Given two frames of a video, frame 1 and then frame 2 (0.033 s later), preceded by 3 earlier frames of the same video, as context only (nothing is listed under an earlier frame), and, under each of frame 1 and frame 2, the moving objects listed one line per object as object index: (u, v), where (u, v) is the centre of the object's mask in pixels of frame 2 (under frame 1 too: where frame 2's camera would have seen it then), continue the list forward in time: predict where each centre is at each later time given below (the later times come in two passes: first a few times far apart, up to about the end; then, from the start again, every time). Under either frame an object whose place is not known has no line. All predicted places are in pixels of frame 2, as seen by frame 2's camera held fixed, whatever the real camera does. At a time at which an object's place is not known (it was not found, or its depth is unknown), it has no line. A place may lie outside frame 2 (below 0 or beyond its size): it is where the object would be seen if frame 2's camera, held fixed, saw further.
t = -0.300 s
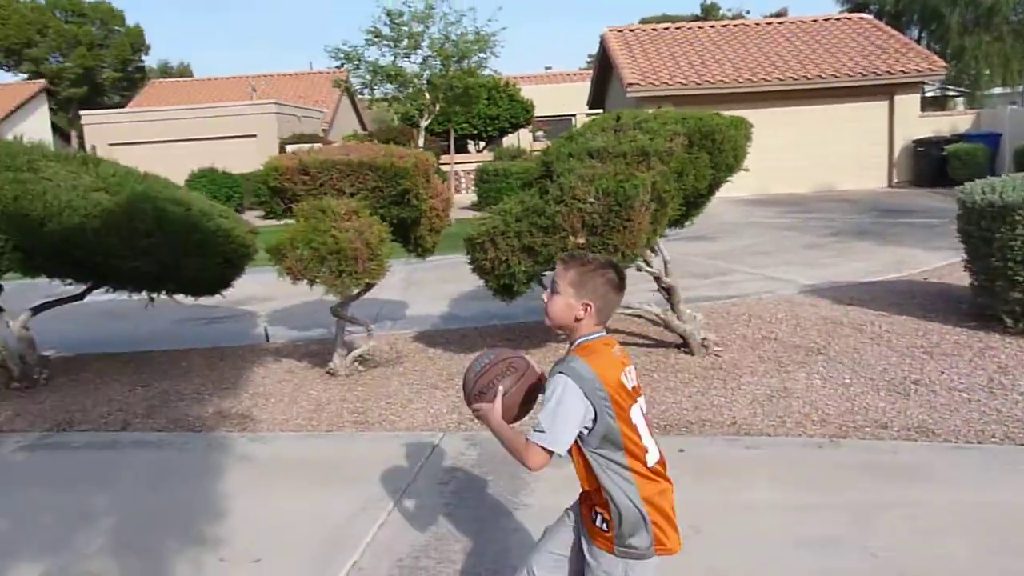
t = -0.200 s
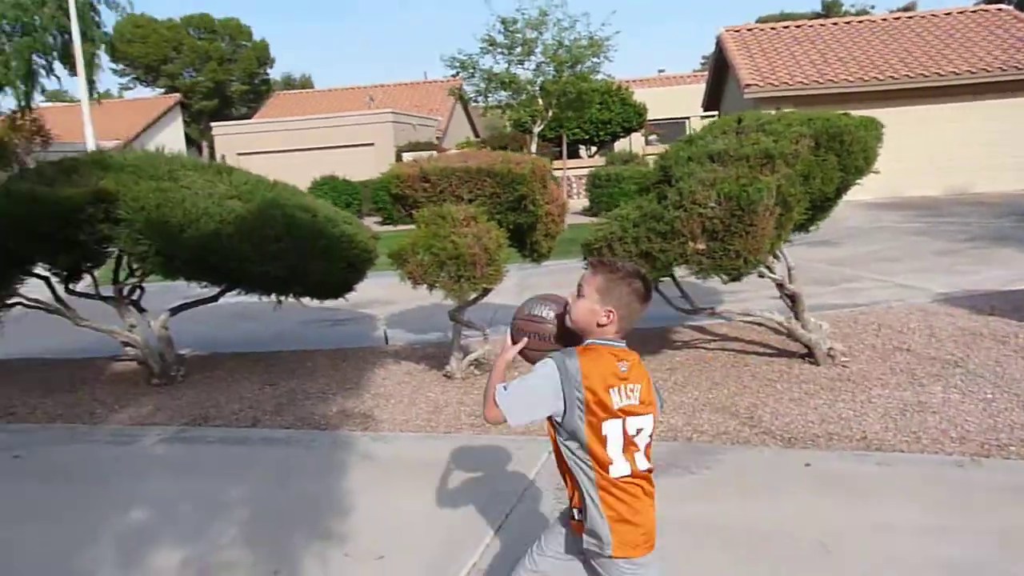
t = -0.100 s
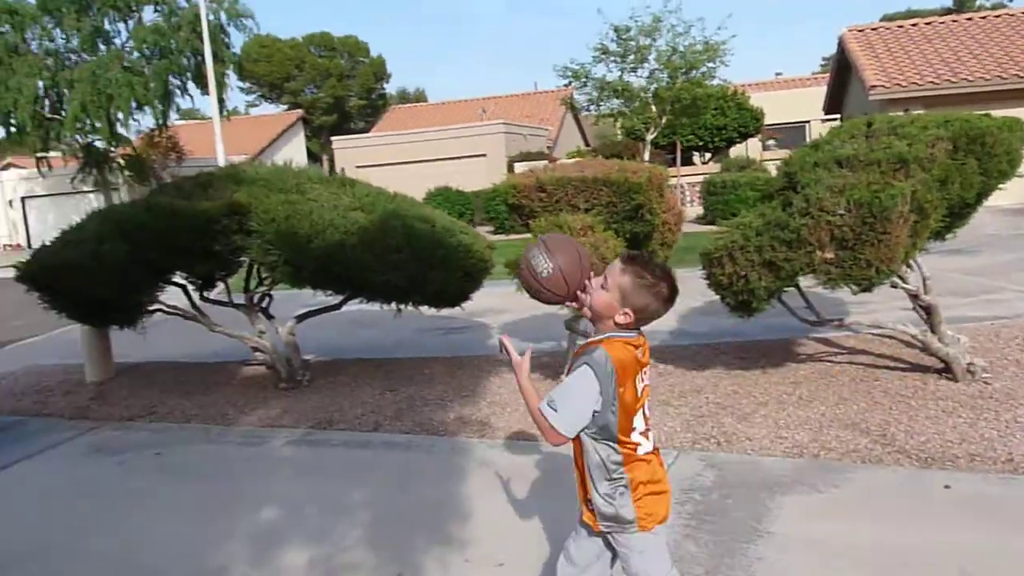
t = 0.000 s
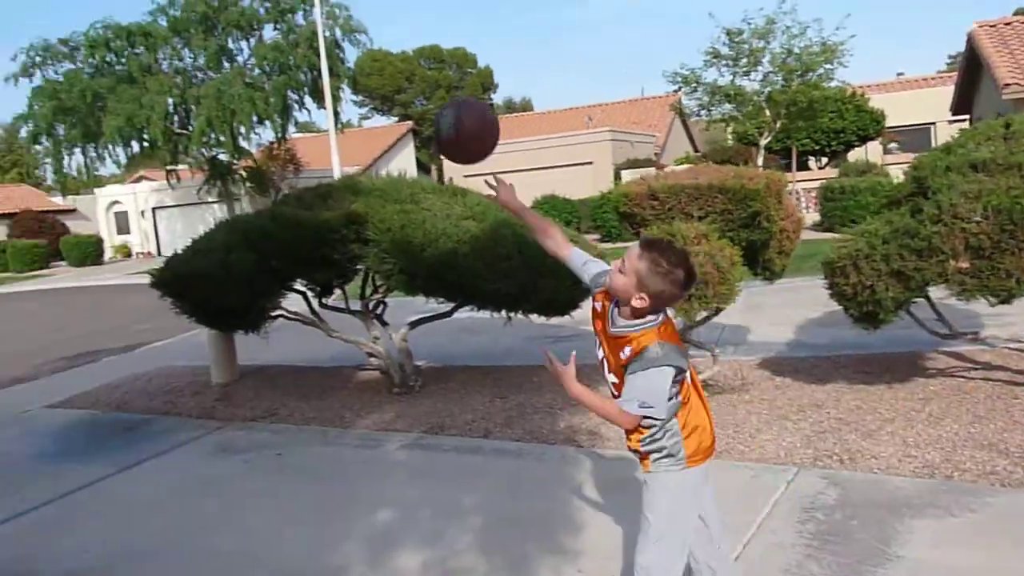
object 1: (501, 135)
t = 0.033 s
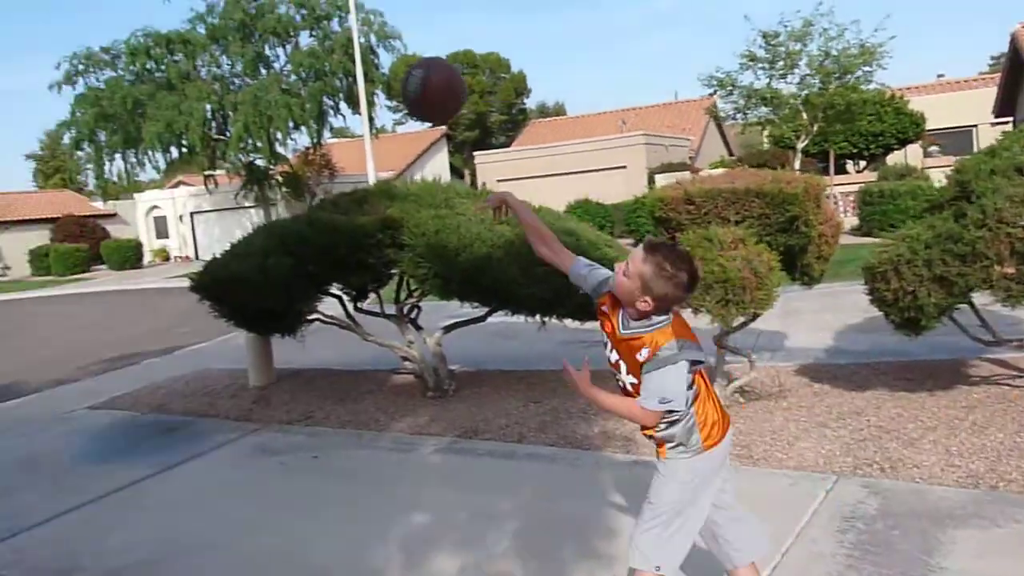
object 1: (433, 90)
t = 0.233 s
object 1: (133, -42)
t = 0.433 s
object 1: (-50, -77)
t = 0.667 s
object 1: (-177, -12)
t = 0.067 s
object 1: (372, 51)
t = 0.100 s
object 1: (315, 18)
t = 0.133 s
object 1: (263, -1)
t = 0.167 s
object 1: (216, -17)
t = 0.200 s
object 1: (173, -30)
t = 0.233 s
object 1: (133, -42)
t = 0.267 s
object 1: (96, -51)
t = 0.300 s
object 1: (61, -59)
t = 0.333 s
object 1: (30, -67)
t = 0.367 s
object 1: (0, -73)
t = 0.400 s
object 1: (-26, -77)
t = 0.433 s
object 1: (-50, -77)
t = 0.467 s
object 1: (-73, -72)
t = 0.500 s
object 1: (-93, -65)
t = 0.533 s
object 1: (-113, -57)
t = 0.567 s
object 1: (-131, -48)
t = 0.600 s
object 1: (-147, -37)
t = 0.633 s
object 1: (-164, -24)
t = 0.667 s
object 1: (-177, -12)
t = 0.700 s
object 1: (-167, -12)
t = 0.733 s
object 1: (-158, -10)
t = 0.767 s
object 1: (-147, -7)
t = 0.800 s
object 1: (-137, -2)
